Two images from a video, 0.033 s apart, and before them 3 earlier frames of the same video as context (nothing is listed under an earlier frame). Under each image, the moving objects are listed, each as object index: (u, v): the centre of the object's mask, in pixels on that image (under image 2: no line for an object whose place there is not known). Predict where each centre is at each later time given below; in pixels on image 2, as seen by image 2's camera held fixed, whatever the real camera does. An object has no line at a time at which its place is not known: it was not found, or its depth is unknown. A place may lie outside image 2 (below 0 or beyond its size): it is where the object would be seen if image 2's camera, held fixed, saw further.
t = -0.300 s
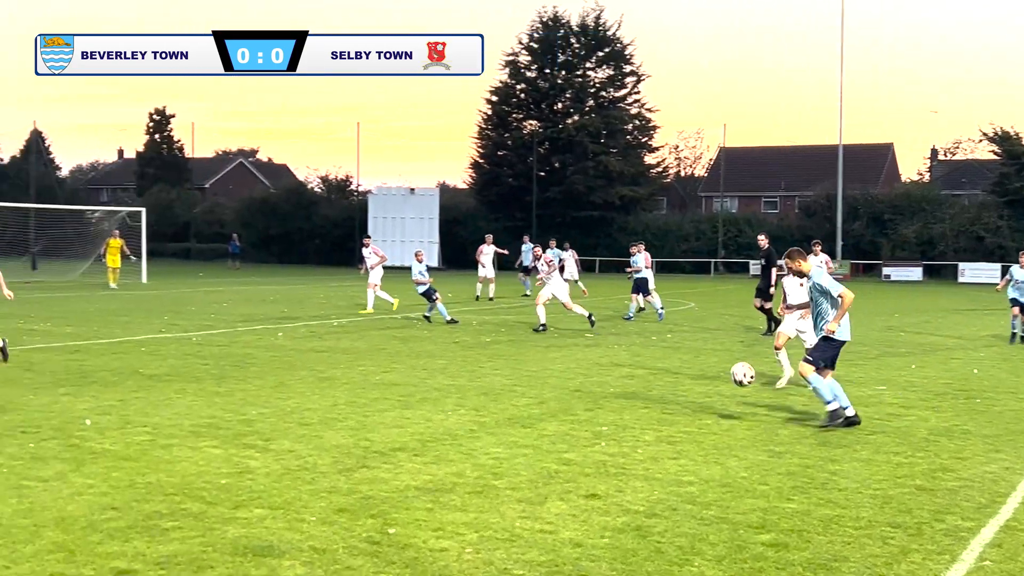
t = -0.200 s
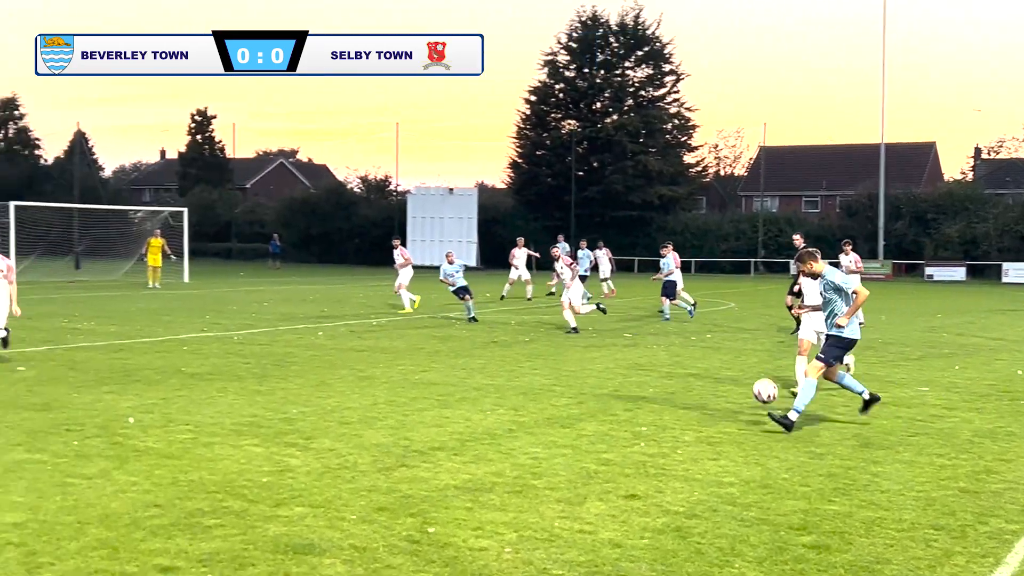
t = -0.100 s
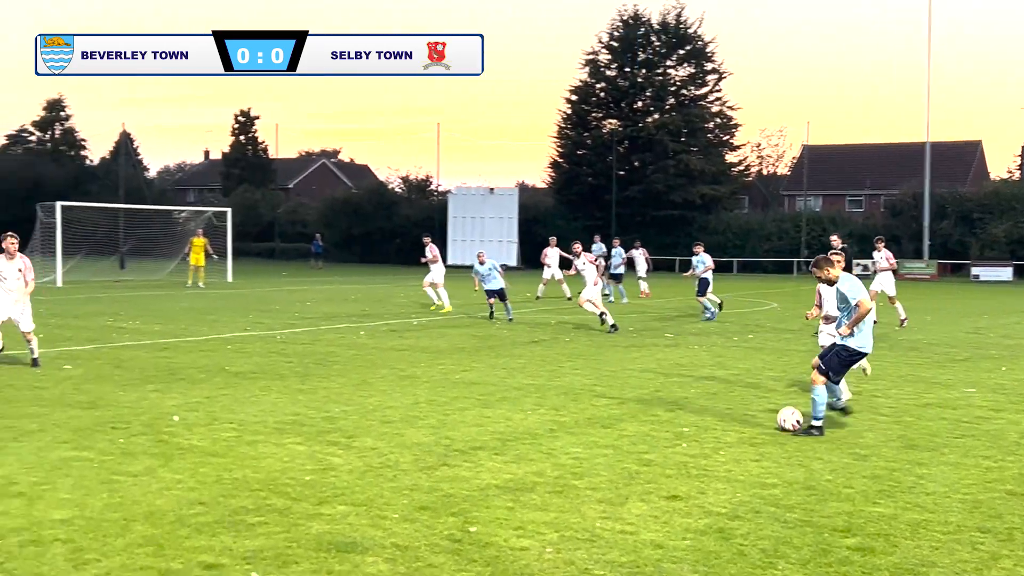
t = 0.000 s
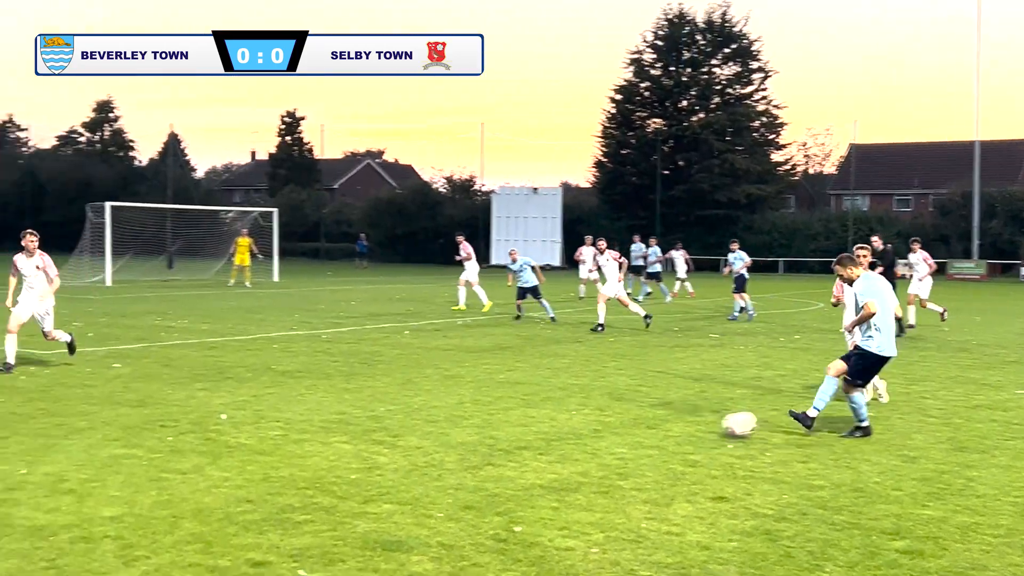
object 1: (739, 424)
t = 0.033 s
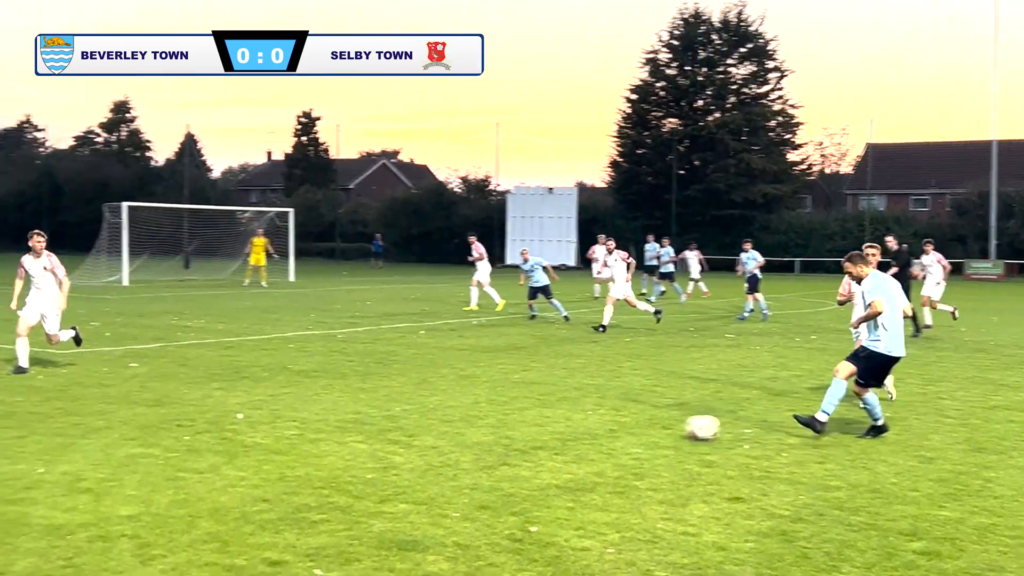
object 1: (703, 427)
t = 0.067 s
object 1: (651, 428)
